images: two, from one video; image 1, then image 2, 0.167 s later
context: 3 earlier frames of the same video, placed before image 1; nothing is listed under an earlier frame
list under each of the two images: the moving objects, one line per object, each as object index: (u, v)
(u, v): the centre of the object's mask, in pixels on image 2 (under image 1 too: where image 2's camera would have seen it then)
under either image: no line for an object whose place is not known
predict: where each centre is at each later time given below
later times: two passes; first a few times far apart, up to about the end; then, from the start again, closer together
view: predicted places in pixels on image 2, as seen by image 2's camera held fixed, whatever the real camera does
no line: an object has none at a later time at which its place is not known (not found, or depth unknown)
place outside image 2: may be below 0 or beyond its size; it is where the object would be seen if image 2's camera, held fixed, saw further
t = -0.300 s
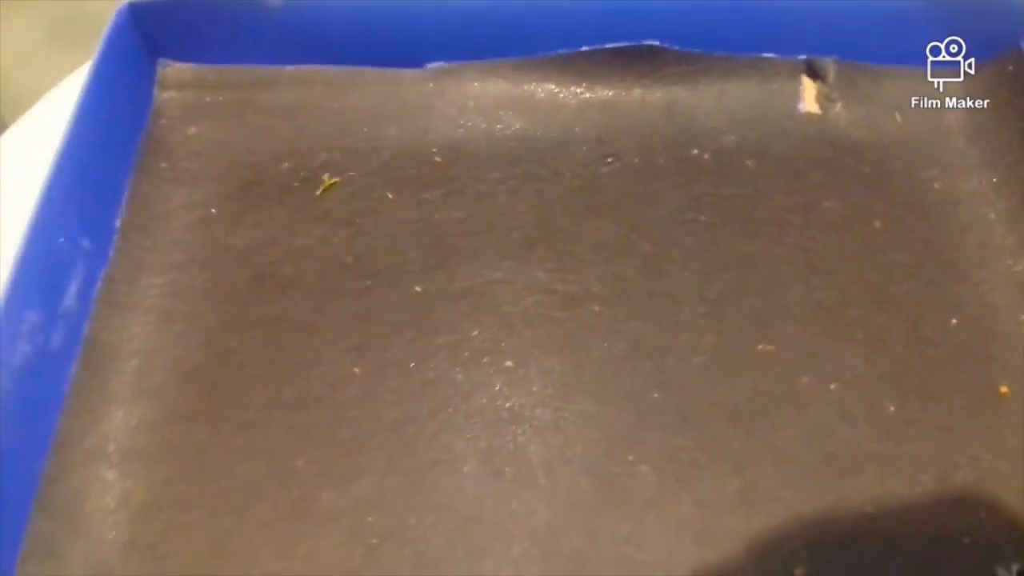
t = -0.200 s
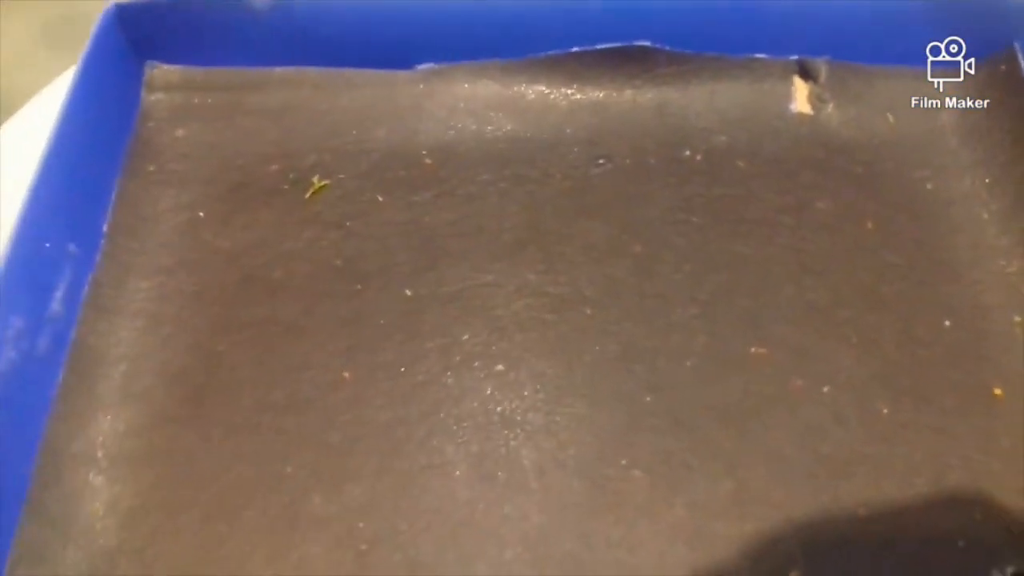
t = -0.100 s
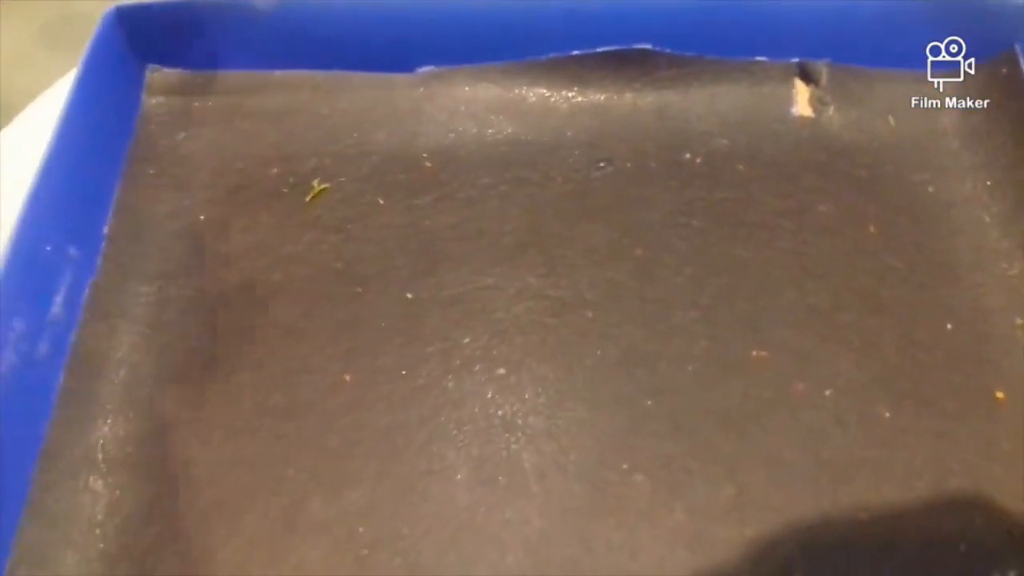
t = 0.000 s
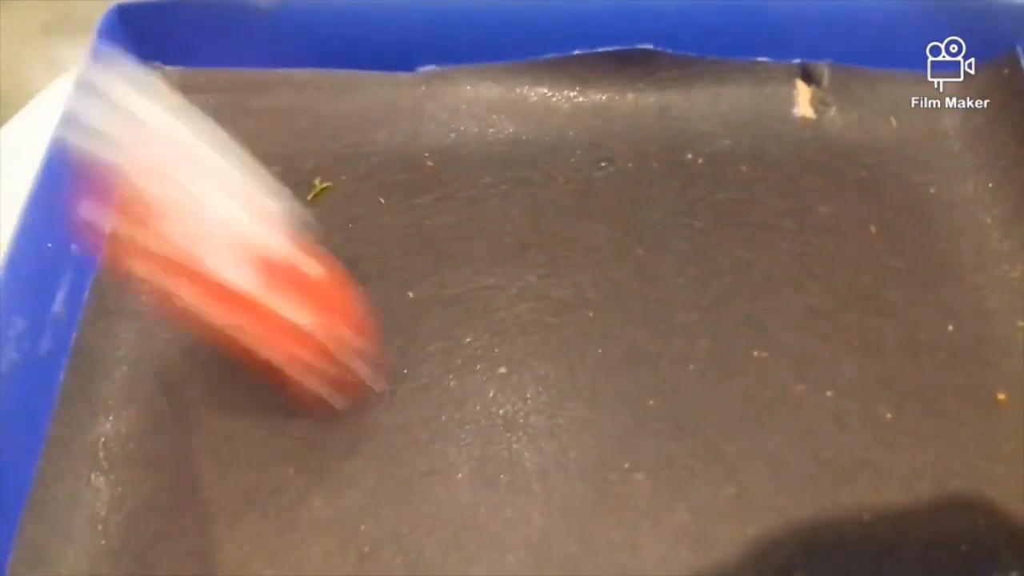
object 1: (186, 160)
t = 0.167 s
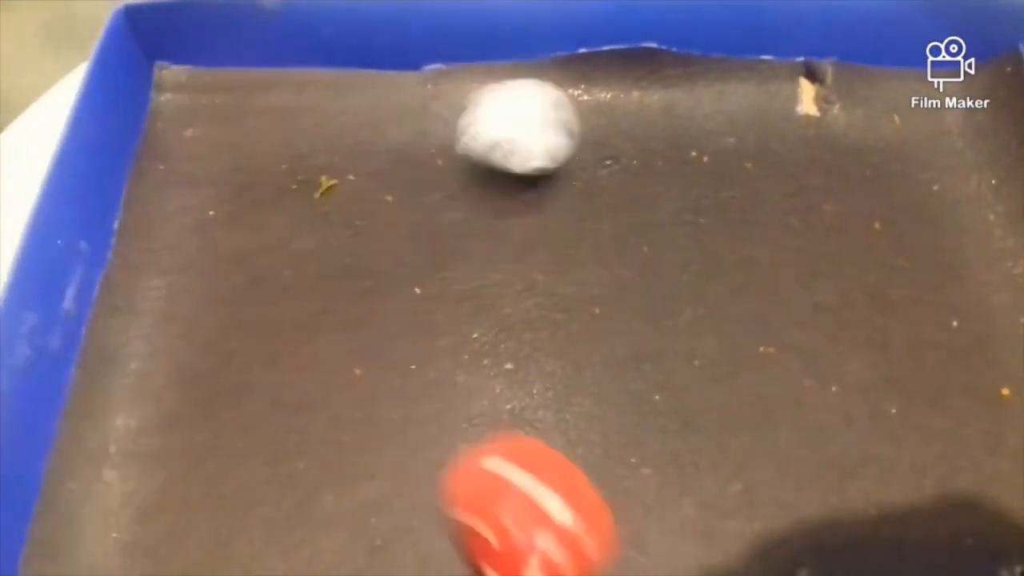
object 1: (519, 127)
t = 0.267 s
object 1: (636, 127)
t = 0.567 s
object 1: (782, 110)
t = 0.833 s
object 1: (783, 110)
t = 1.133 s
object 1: (783, 110)
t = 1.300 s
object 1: (783, 111)
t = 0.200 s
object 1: (552, 123)
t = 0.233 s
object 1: (593, 122)
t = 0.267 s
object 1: (636, 127)
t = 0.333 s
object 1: (701, 133)
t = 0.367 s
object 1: (728, 128)
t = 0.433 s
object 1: (776, 117)
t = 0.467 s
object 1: (791, 116)
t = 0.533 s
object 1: (783, 110)
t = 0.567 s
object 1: (782, 110)
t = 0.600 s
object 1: (784, 111)
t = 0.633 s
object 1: (782, 110)
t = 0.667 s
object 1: (782, 110)
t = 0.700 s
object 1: (783, 110)
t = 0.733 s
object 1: (783, 110)
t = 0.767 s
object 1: (782, 110)
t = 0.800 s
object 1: (782, 110)
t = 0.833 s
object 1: (783, 110)
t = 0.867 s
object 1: (783, 109)
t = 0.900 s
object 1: (783, 110)
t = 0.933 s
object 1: (783, 110)
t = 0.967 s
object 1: (783, 111)
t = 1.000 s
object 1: (783, 111)
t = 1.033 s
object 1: (783, 111)
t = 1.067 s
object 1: (783, 110)
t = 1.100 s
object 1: (783, 111)
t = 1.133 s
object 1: (783, 110)
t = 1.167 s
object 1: (783, 110)
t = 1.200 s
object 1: (783, 110)
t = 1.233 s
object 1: (783, 110)
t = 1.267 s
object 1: (783, 111)
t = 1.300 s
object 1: (783, 111)
